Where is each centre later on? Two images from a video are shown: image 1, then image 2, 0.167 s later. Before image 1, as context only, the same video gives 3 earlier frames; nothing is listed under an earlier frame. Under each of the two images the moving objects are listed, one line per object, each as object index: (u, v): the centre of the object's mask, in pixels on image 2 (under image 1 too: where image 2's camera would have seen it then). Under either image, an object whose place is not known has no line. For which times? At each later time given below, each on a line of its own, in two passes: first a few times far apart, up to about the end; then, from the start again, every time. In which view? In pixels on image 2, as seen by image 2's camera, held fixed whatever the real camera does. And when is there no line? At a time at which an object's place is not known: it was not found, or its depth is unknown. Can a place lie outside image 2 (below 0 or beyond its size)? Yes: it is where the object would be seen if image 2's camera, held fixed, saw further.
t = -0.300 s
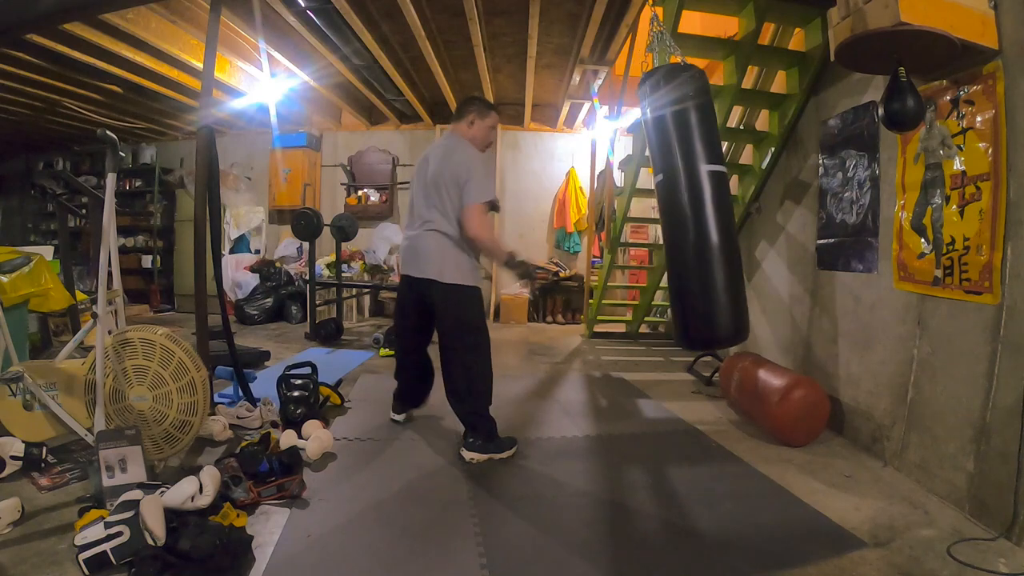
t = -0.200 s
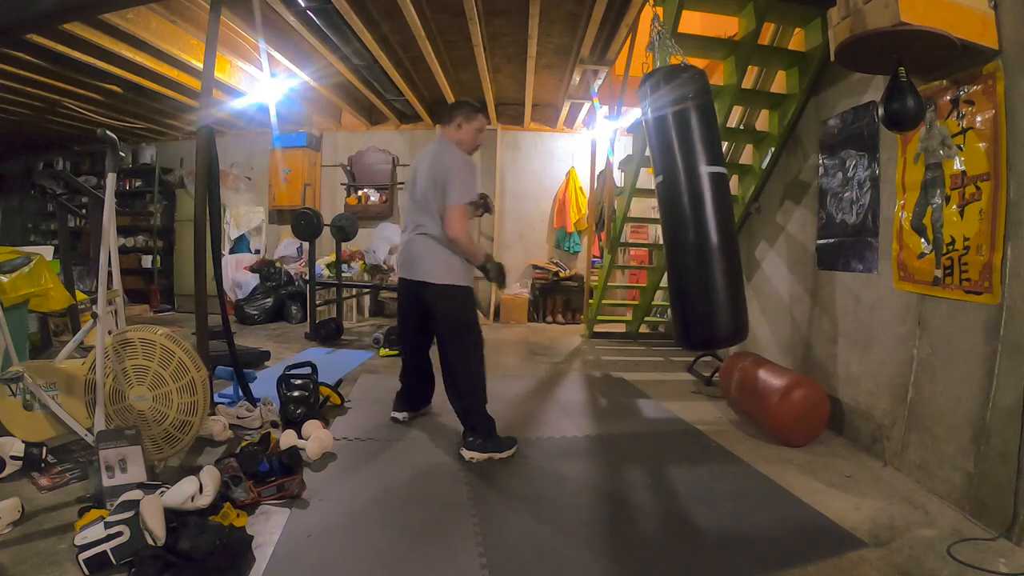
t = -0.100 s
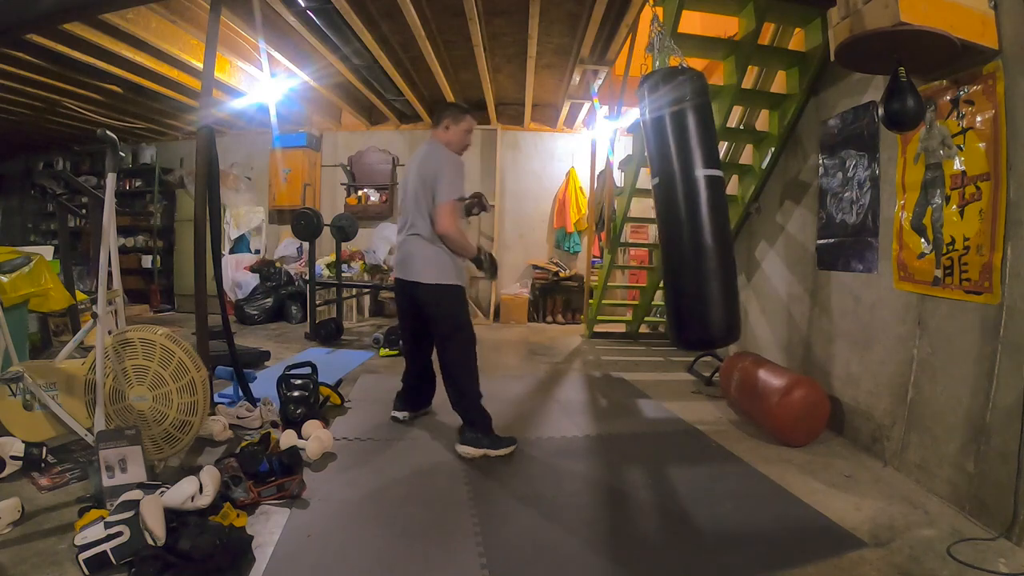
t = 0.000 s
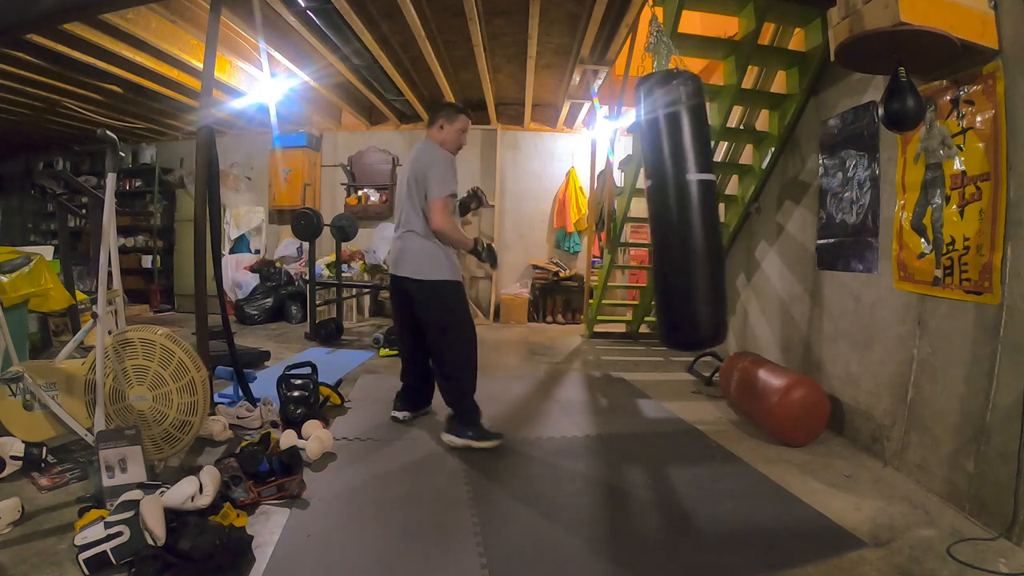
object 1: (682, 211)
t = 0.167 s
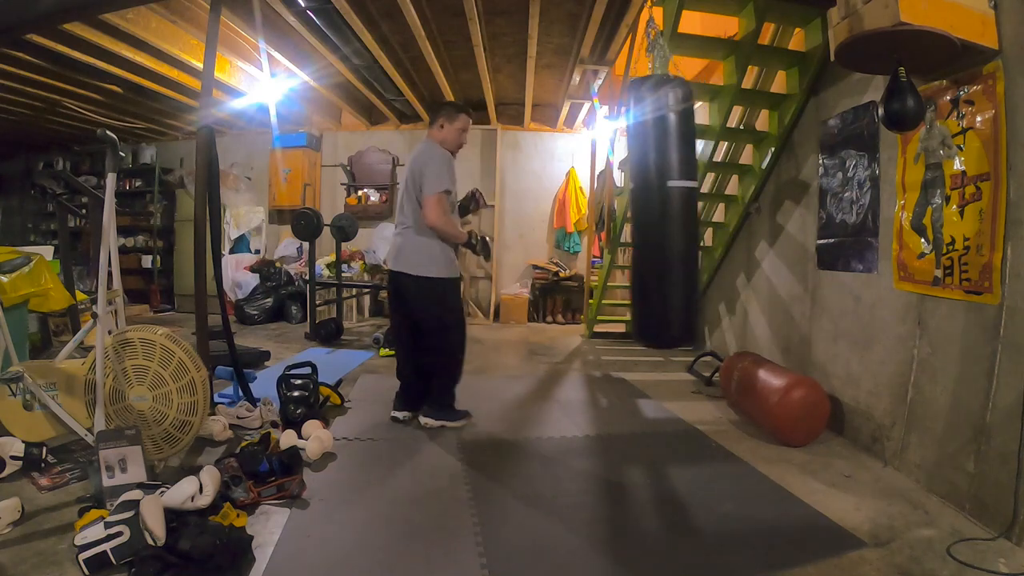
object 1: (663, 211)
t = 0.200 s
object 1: (659, 211)
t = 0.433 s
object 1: (629, 208)
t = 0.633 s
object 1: (611, 203)
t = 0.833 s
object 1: (603, 202)
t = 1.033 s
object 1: (606, 205)
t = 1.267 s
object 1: (625, 210)
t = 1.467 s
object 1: (649, 210)
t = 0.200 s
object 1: (659, 211)
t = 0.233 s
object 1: (655, 211)
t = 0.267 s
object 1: (650, 211)
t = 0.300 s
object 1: (646, 209)
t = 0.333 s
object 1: (642, 209)
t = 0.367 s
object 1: (638, 209)
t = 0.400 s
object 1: (634, 209)
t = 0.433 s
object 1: (629, 208)
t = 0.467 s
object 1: (626, 206)
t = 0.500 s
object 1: (623, 205)
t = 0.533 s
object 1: (620, 205)
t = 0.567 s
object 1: (617, 204)
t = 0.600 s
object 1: (614, 203)
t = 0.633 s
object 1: (611, 203)
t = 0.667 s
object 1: (609, 202)
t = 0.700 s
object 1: (607, 202)
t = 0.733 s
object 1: (606, 202)
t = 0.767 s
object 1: (604, 202)
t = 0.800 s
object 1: (603, 202)
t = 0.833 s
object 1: (603, 202)
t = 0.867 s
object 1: (603, 202)
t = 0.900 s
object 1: (603, 203)
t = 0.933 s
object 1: (603, 203)
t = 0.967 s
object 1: (604, 203)
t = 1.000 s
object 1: (605, 204)
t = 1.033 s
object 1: (606, 205)
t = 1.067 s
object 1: (608, 205)
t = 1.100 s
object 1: (610, 206)
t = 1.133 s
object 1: (612, 206)
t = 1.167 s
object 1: (615, 207)
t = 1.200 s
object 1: (618, 208)
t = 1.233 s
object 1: (621, 208)
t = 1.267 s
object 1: (625, 210)
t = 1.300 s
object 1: (629, 210)
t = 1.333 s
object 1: (633, 211)
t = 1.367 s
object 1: (638, 212)
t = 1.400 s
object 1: (641, 212)
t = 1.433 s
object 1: (646, 211)
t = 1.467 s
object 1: (649, 210)
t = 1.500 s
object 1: (654, 210)
